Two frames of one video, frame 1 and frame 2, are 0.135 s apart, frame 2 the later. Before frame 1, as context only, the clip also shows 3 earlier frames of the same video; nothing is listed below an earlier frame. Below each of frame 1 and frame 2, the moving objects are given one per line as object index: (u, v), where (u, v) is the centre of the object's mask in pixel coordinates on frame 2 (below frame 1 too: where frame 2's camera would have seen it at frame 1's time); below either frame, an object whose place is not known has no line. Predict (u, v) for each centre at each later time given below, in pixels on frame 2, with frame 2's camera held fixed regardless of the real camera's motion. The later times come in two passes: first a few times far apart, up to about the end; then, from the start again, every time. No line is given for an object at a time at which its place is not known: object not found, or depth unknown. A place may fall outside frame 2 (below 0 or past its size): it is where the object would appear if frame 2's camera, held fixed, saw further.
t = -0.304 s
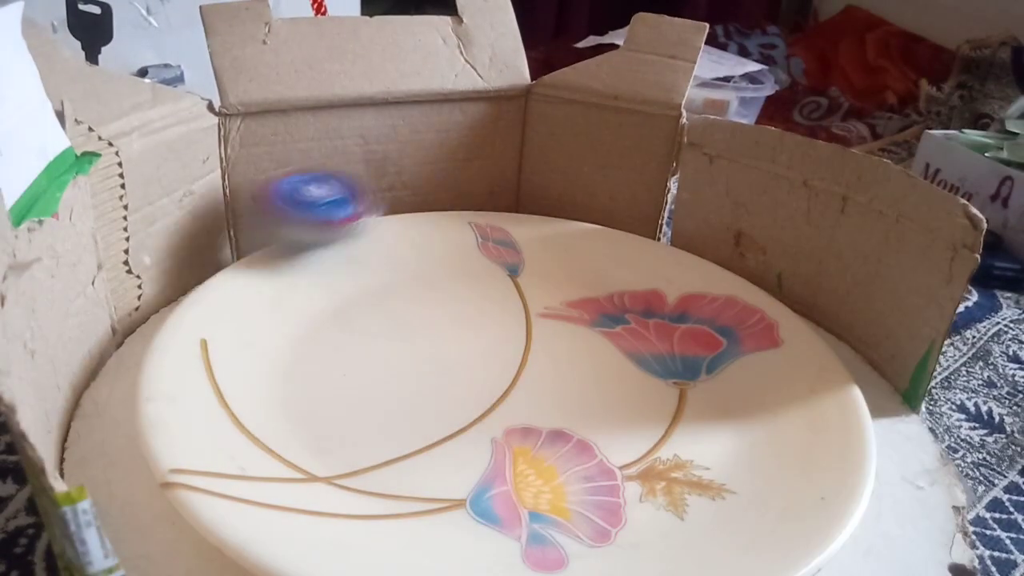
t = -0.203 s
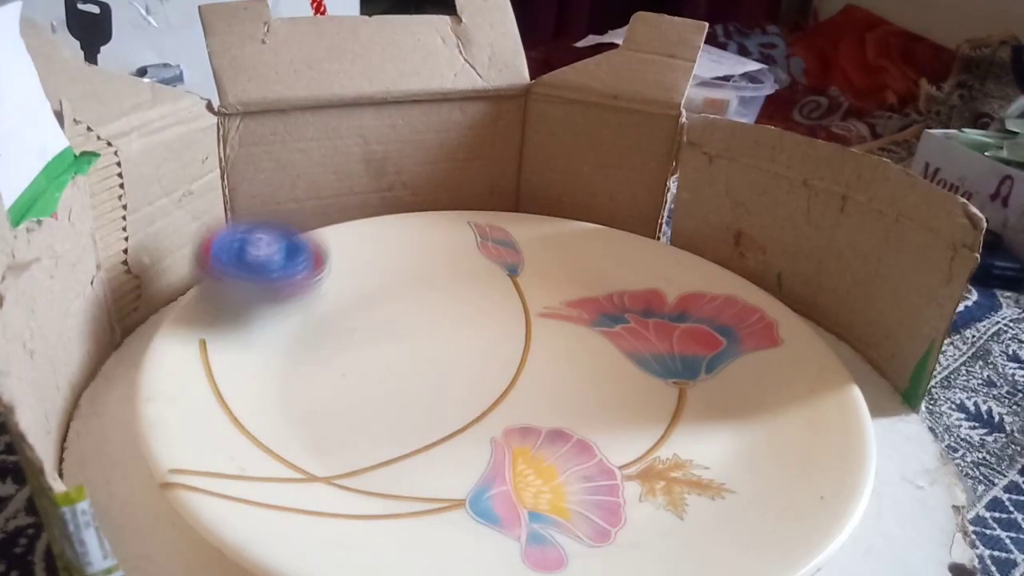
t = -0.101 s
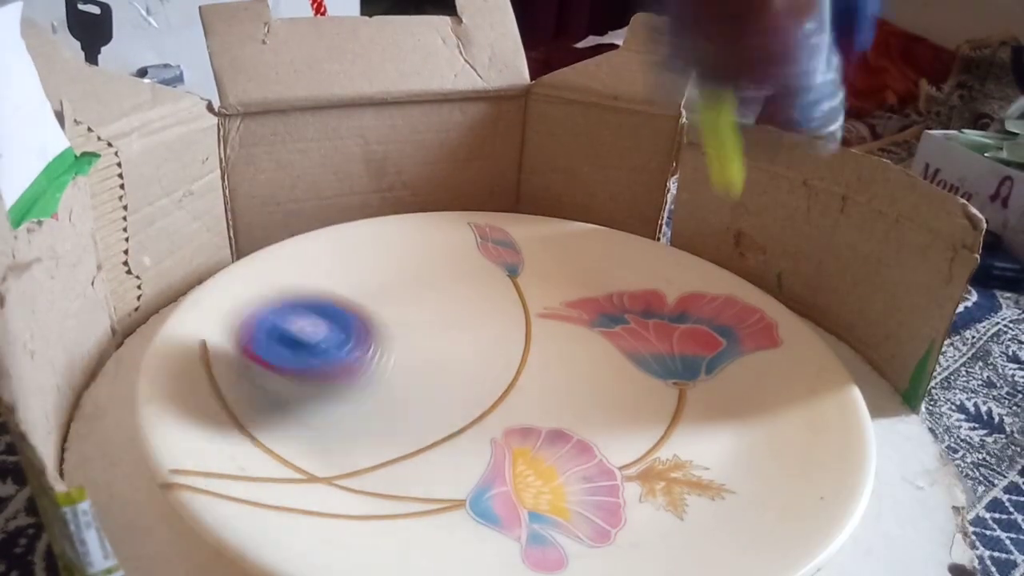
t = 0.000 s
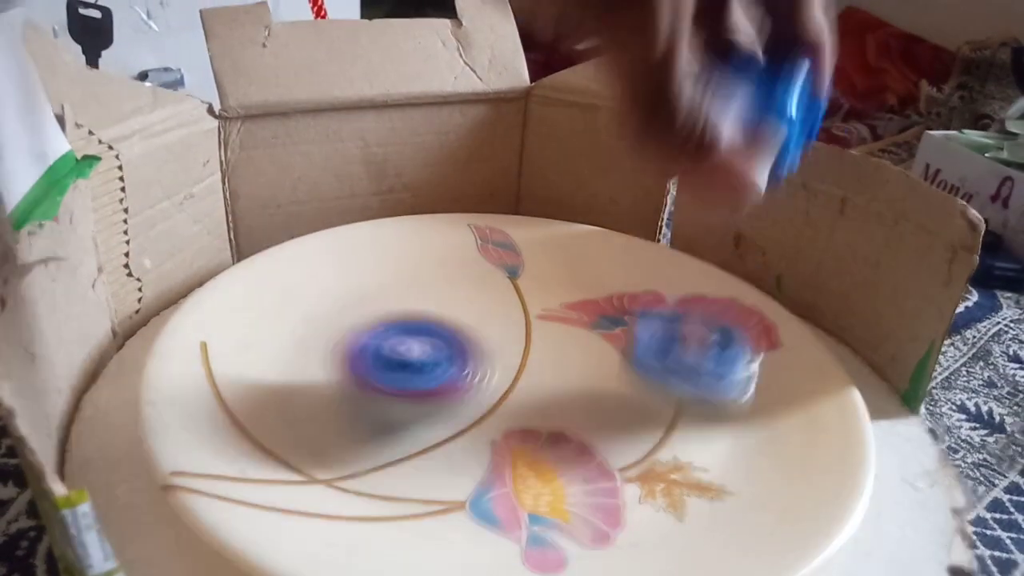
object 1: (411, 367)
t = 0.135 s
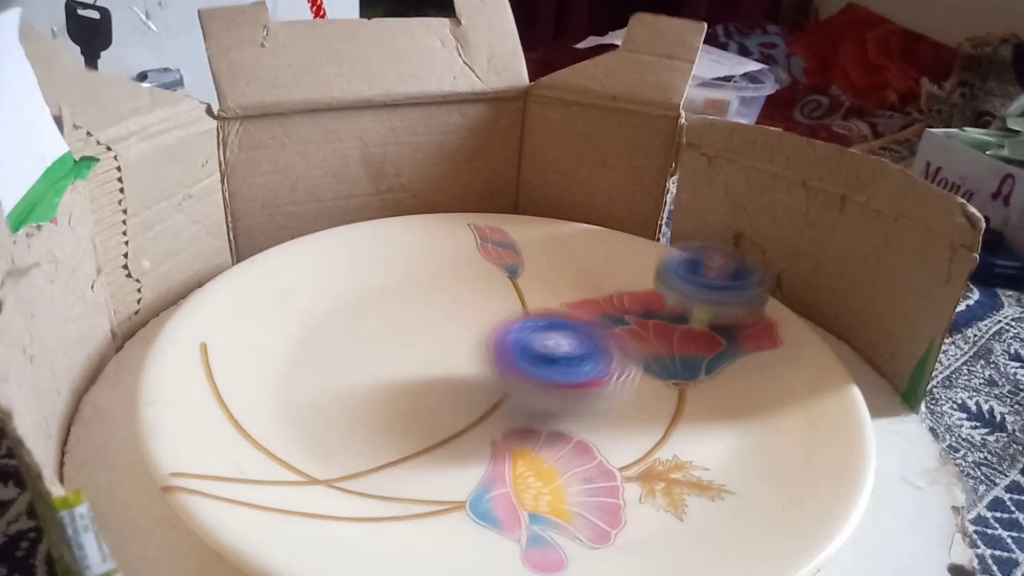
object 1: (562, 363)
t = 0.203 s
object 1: (630, 362)
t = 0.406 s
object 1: (764, 320)
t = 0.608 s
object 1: (634, 236)
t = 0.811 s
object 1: (473, 255)
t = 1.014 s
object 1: (478, 338)
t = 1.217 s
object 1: (499, 455)
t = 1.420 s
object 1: (712, 478)
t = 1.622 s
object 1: (728, 359)
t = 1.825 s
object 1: (576, 335)
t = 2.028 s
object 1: (406, 335)
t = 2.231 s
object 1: (251, 358)
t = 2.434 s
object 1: (419, 477)
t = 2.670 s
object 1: (515, 386)
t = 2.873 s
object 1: (453, 306)
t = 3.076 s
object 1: (395, 255)
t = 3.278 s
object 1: (291, 278)
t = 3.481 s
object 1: (333, 338)
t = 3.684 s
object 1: (412, 322)
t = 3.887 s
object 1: (463, 310)
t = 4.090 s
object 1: (500, 299)
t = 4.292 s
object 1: (474, 322)
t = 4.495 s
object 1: (398, 397)
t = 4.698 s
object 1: (446, 488)
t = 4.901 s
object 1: (660, 456)
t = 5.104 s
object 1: (628, 429)
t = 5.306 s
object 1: (690, 453)
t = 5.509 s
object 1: (701, 402)
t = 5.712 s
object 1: (628, 397)
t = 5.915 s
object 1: (588, 423)
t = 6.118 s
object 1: (543, 457)
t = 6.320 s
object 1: (592, 482)
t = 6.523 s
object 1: (576, 448)
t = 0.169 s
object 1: (595, 362)
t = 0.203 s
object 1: (630, 362)
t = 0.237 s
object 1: (666, 358)
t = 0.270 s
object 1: (705, 350)
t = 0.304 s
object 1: (729, 352)
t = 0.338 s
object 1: (754, 350)
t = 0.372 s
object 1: (765, 338)
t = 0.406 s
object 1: (764, 320)
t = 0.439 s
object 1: (754, 303)
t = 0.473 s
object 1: (741, 287)
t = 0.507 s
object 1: (720, 266)
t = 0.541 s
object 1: (695, 253)
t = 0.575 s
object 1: (668, 244)
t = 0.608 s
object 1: (634, 236)
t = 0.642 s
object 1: (599, 232)
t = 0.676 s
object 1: (562, 233)
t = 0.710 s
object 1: (524, 236)
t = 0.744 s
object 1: (498, 241)
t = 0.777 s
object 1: (482, 248)
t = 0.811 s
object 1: (473, 255)
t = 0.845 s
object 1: (471, 265)
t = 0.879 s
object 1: (473, 278)
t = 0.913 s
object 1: (474, 290)
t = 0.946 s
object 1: (476, 305)
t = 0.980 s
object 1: (477, 321)
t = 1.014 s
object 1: (478, 338)
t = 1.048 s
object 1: (479, 353)
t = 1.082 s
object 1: (482, 371)
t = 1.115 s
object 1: (488, 389)
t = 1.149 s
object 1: (492, 410)
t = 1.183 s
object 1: (495, 433)
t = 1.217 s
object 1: (499, 455)
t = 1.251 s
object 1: (506, 478)
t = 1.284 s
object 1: (532, 496)
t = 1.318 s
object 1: (565, 501)
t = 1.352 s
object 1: (617, 502)
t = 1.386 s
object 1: (666, 496)
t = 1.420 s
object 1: (712, 478)
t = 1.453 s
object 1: (738, 463)
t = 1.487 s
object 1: (760, 439)
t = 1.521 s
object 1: (766, 416)
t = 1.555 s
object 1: (763, 395)
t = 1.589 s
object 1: (749, 372)
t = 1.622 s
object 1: (728, 359)
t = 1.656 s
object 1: (703, 349)
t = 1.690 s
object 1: (678, 343)
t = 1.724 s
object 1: (662, 342)
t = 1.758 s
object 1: (628, 338)
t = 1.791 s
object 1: (602, 337)
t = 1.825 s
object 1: (576, 335)
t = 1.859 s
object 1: (545, 335)
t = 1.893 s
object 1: (518, 335)
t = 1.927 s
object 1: (495, 332)
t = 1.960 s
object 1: (466, 333)
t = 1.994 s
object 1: (435, 334)
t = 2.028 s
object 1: (406, 335)
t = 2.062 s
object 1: (376, 338)
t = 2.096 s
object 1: (347, 339)
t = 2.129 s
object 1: (316, 341)
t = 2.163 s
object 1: (284, 344)
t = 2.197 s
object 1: (262, 349)
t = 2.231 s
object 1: (251, 358)
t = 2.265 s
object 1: (250, 375)
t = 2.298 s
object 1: (261, 398)
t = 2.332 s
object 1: (288, 424)
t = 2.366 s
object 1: (325, 445)
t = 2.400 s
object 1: (371, 465)
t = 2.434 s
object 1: (419, 477)
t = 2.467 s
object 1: (475, 480)
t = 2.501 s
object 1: (521, 472)
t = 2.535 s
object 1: (535, 460)
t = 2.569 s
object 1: (535, 440)
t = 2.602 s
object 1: (529, 421)
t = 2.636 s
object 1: (523, 403)
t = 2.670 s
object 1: (515, 386)
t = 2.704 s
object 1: (505, 370)
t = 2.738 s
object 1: (494, 354)
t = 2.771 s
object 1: (483, 342)
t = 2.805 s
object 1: (473, 329)
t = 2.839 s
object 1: (464, 317)
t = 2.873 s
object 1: (453, 306)
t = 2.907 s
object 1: (442, 297)
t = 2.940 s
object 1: (433, 287)
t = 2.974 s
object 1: (423, 278)
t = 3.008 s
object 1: (414, 270)
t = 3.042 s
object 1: (404, 263)
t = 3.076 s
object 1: (395, 255)
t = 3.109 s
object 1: (383, 249)
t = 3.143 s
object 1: (370, 246)
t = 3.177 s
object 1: (350, 248)
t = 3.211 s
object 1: (331, 253)
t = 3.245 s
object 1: (310, 263)
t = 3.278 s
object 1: (291, 278)
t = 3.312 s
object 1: (279, 295)
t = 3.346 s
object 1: (277, 315)
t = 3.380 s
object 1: (289, 331)
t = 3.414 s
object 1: (300, 339)
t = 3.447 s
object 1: (316, 340)
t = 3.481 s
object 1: (333, 338)
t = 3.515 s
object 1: (352, 334)
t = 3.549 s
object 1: (366, 331)
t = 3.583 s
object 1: (381, 328)
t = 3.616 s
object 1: (393, 326)
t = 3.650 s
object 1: (402, 323)
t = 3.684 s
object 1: (412, 322)
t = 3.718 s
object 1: (421, 321)
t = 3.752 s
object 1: (433, 319)
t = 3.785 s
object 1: (442, 315)
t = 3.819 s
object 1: (450, 313)
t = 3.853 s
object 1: (457, 310)
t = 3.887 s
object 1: (463, 310)
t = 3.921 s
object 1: (470, 308)
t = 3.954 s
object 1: (474, 307)
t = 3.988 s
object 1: (481, 304)
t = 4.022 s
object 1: (488, 302)
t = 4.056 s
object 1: (494, 300)
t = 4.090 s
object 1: (500, 299)
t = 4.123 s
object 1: (504, 299)
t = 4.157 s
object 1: (507, 299)
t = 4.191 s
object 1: (510, 298)
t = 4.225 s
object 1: (504, 301)
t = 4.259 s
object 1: (488, 312)
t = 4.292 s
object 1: (474, 322)
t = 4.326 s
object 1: (462, 331)
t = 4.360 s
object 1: (448, 340)
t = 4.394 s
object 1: (433, 353)
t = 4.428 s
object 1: (421, 365)
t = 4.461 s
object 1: (407, 379)
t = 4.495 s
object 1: (398, 397)
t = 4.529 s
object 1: (381, 412)
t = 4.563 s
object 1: (370, 427)
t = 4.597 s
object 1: (361, 446)
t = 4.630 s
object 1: (374, 459)
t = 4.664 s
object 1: (407, 474)
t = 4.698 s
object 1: (446, 488)
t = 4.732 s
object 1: (489, 499)
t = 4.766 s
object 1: (543, 500)
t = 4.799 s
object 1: (578, 495)
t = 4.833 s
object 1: (620, 487)
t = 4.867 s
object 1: (647, 474)
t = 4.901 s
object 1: (660, 456)
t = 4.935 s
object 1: (654, 443)
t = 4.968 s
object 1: (637, 432)
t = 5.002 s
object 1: (620, 423)
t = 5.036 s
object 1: (603, 410)
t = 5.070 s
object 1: (606, 412)
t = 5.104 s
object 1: (628, 429)
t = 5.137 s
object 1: (641, 434)
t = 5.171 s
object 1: (647, 439)
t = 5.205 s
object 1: (653, 445)
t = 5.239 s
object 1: (662, 451)
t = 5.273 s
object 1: (674, 455)
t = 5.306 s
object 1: (690, 453)
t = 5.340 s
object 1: (707, 443)
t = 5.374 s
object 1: (718, 430)
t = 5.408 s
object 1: (722, 416)
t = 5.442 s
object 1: (719, 409)
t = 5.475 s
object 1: (712, 405)
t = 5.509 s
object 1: (701, 402)
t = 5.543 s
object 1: (687, 400)
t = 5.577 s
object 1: (675, 400)
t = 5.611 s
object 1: (664, 399)
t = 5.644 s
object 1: (653, 397)
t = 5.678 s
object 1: (640, 397)
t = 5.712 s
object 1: (628, 397)
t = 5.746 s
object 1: (624, 400)
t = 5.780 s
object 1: (618, 402)
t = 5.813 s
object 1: (611, 405)
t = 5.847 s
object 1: (604, 411)
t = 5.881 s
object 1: (597, 418)
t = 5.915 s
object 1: (588, 423)
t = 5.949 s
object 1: (580, 427)
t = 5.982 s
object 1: (573, 432)
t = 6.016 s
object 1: (566, 438)
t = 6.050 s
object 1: (558, 444)
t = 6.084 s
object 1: (552, 450)
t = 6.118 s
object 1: (543, 457)
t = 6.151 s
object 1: (535, 464)
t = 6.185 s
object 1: (531, 470)
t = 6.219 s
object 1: (533, 477)
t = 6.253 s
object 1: (544, 483)
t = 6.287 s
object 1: (563, 486)
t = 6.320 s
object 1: (592, 482)
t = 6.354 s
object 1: (608, 477)
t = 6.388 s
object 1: (618, 469)
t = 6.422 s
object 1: (613, 461)
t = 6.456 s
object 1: (602, 456)
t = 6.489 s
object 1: (587, 453)
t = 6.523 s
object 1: (576, 448)
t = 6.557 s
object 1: (574, 505)
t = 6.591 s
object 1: (580, 527)
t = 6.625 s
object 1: (581, 546)
